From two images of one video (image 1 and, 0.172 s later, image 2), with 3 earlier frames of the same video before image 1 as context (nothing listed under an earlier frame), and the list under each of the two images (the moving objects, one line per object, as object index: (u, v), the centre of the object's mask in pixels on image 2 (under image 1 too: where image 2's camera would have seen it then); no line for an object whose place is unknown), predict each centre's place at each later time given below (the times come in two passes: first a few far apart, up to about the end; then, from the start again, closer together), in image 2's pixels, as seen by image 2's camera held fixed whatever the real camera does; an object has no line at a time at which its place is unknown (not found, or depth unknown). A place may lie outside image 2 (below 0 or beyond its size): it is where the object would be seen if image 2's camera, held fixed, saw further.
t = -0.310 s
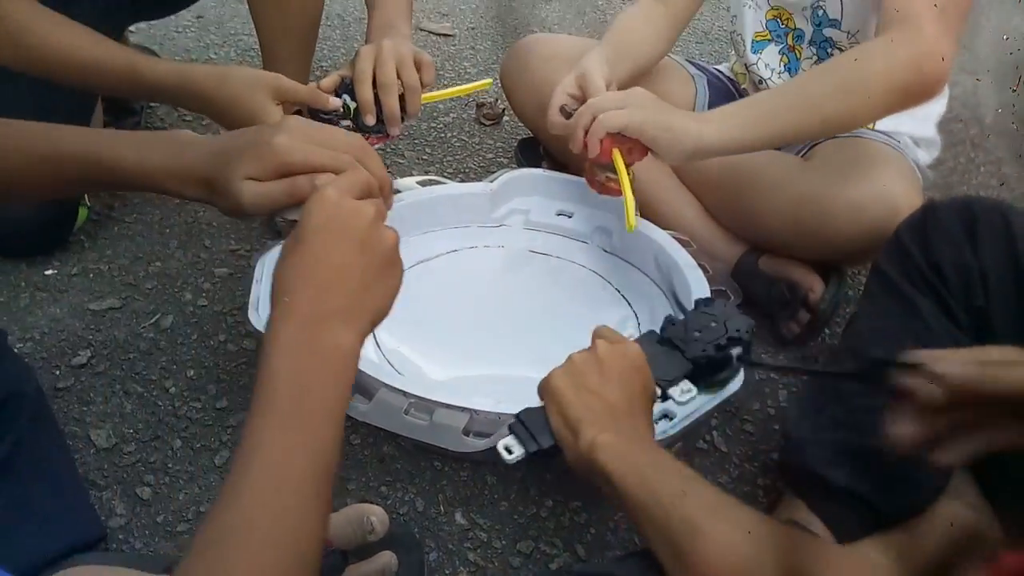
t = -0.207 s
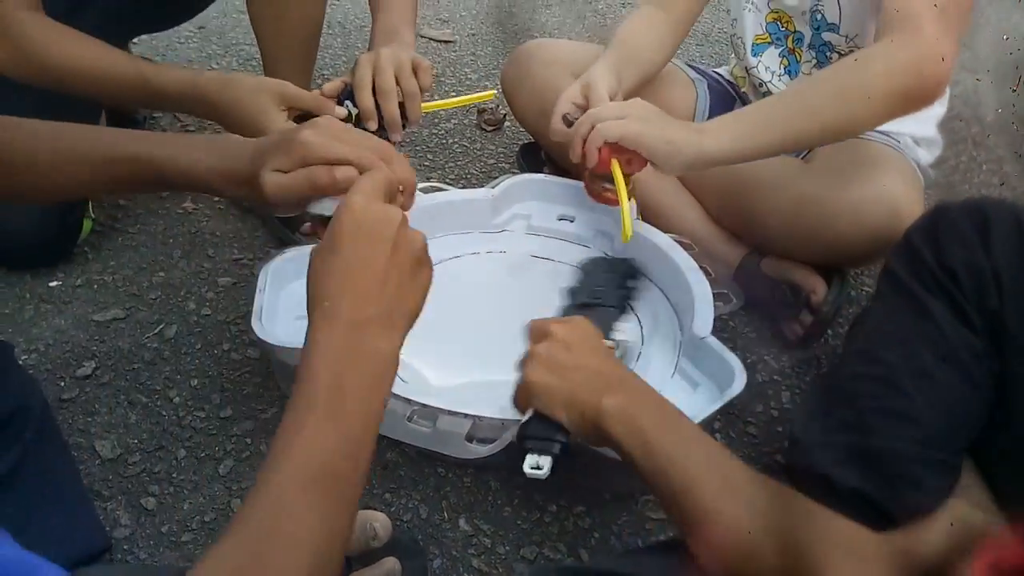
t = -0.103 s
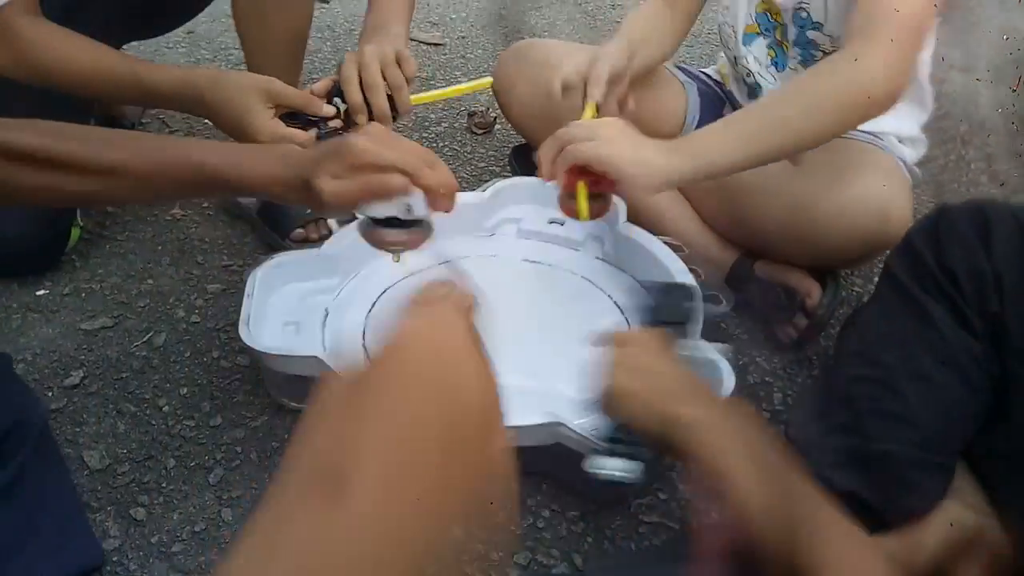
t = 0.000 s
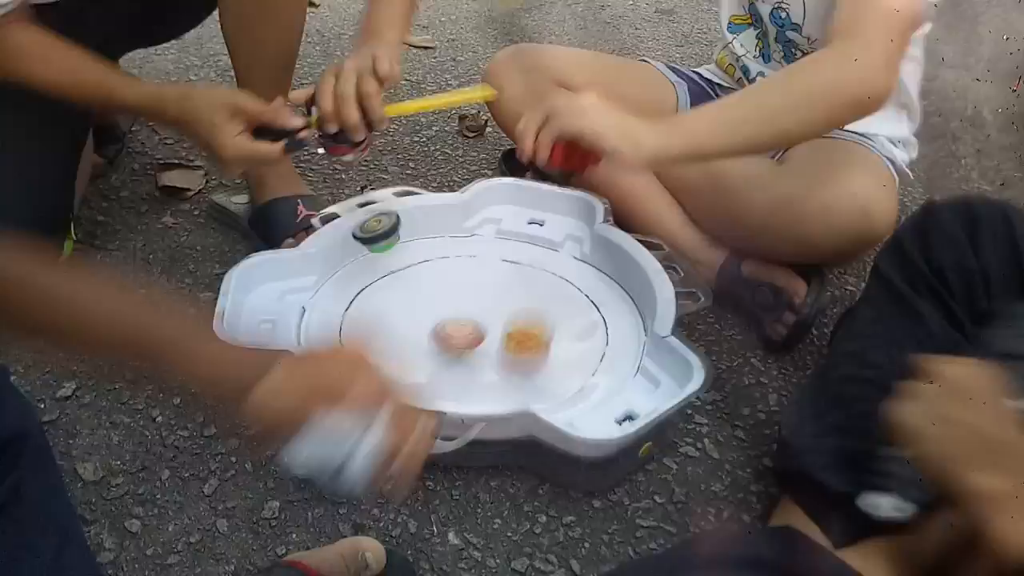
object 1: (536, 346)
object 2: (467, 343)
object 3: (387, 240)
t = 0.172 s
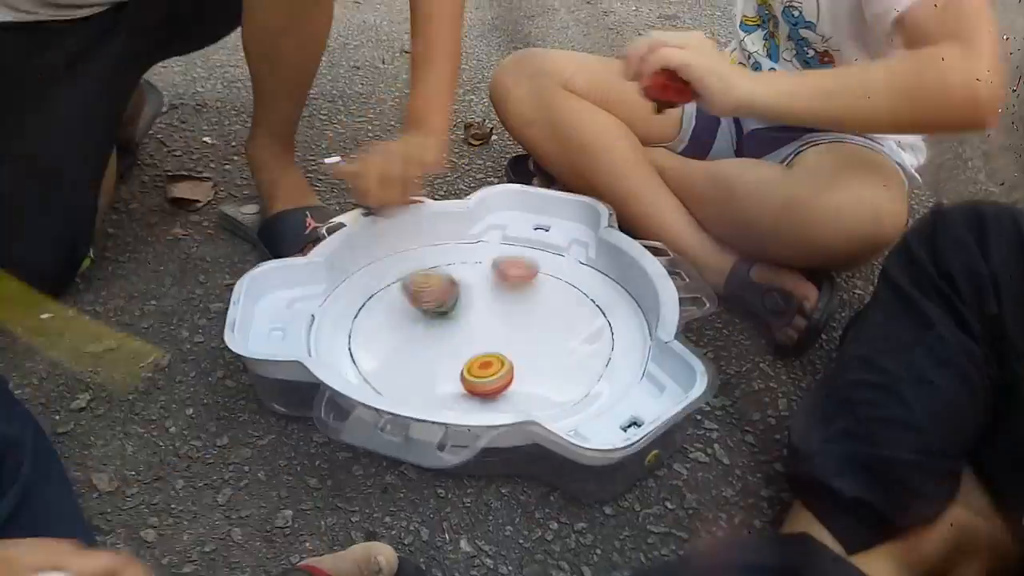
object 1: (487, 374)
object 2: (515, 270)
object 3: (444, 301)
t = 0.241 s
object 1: (483, 373)
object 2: (516, 250)
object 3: (521, 314)
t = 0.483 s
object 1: (521, 374)
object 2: (472, 243)
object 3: (609, 336)
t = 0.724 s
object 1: (537, 379)
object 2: (406, 265)
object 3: (561, 343)
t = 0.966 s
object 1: (534, 377)
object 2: (394, 279)
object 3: (492, 348)
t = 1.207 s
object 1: (574, 411)
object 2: (575, 247)
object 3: (385, 280)
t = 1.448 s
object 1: (583, 424)
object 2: (574, 247)
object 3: (434, 309)
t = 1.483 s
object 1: (580, 427)
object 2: (566, 245)
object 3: (455, 323)
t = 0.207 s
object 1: (485, 374)
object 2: (517, 261)
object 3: (481, 307)
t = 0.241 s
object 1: (483, 373)
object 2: (516, 250)
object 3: (521, 314)
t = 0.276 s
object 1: (484, 372)
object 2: (516, 242)
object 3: (559, 320)
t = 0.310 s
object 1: (487, 371)
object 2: (511, 239)
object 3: (592, 319)
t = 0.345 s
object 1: (491, 371)
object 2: (504, 237)
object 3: (626, 318)
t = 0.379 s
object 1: (495, 371)
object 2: (496, 239)
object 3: (634, 321)
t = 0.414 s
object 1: (503, 372)
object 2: (487, 242)
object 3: (626, 329)
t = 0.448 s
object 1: (514, 374)
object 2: (479, 244)
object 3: (617, 331)
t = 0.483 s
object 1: (521, 374)
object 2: (472, 243)
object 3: (609, 336)
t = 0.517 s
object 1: (532, 375)
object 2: (465, 243)
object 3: (600, 340)
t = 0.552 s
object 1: (542, 374)
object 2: (457, 244)
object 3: (588, 346)
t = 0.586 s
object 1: (536, 378)
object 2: (448, 245)
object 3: (589, 346)
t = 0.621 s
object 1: (536, 377)
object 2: (438, 248)
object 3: (586, 342)
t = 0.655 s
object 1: (536, 378)
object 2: (427, 252)
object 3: (581, 341)
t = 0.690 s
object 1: (537, 379)
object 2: (415, 260)
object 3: (573, 345)
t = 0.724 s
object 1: (537, 379)
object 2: (406, 265)
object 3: (561, 343)
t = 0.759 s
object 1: (538, 379)
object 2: (399, 271)
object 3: (546, 343)
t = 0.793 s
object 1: (539, 378)
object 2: (396, 280)
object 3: (532, 343)
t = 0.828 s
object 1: (539, 378)
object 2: (395, 288)
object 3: (520, 342)
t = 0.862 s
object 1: (539, 377)
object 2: (395, 299)
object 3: (512, 343)
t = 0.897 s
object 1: (538, 377)
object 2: (397, 310)
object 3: (505, 345)
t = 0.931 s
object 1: (536, 376)
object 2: (401, 319)
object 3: (499, 345)
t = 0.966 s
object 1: (534, 377)
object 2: (394, 279)
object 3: (492, 348)
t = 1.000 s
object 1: (527, 370)
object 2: (423, 223)
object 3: (479, 349)
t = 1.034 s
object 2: (455, 216)
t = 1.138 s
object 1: (545, 398)
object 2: (548, 245)
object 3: (421, 327)
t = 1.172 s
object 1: (560, 405)
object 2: (572, 247)
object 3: (400, 304)
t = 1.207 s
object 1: (574, 411)
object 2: (575, 247)
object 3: (385, 280)
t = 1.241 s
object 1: (587, 410)
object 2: (577, 251)
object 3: (372, 264)
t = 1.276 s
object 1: (597, 411)
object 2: (577, 250)
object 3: (371, 264)
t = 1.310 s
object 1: (600, 412)
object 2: (574, 250)
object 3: (379, 269)
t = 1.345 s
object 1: (597, 415)
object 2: (574, 249)
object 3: (388, 275)
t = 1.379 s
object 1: (591, 417)
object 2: (575, 249)
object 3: (399, 285)
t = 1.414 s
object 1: (586, 421)
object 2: (574, 248)
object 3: (417, 298)
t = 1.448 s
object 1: (583, 424)
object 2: (574, 247)
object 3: (434, 309)
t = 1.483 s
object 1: (580, 427)
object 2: (566, 245)
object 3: (455, 323)
